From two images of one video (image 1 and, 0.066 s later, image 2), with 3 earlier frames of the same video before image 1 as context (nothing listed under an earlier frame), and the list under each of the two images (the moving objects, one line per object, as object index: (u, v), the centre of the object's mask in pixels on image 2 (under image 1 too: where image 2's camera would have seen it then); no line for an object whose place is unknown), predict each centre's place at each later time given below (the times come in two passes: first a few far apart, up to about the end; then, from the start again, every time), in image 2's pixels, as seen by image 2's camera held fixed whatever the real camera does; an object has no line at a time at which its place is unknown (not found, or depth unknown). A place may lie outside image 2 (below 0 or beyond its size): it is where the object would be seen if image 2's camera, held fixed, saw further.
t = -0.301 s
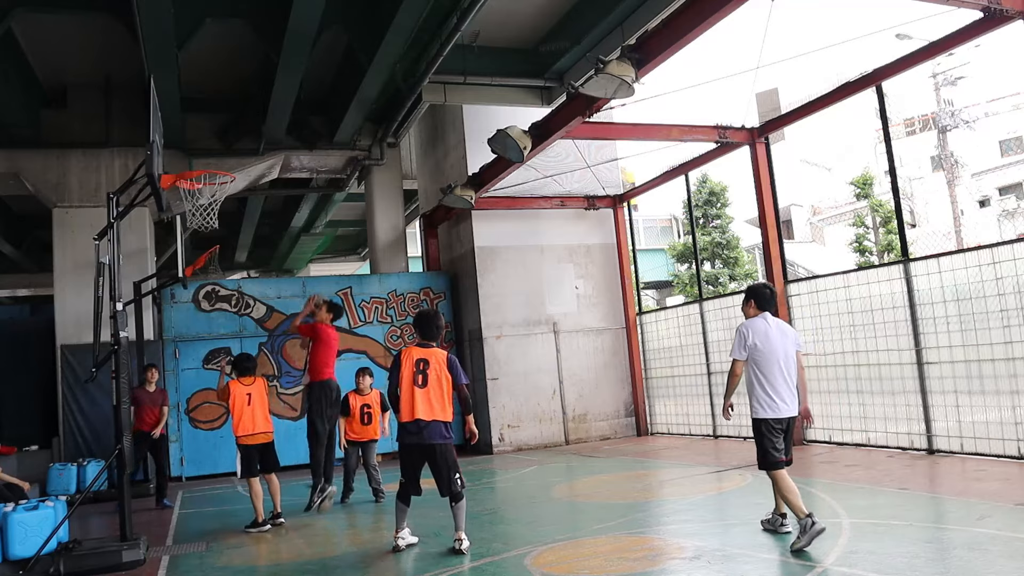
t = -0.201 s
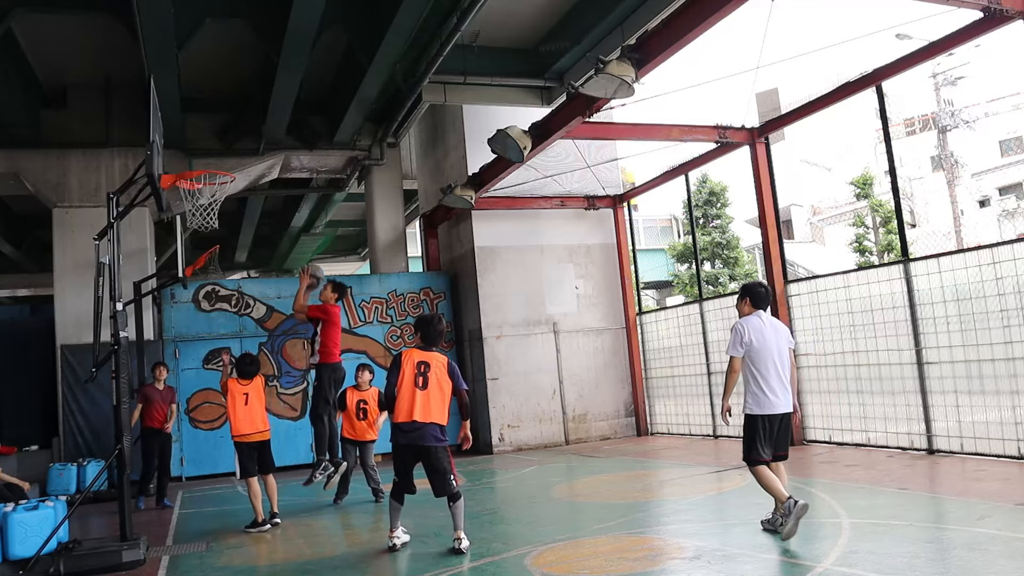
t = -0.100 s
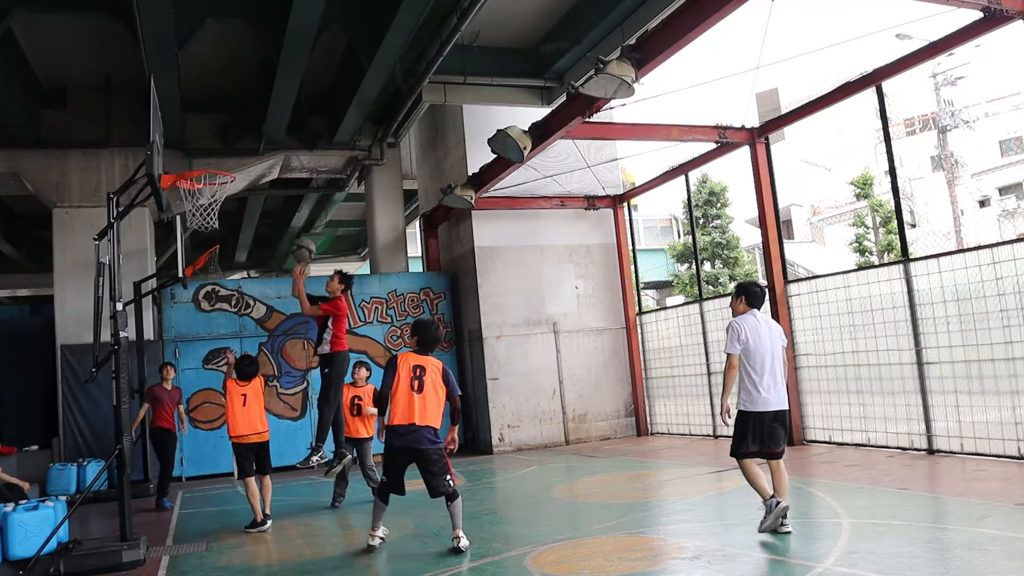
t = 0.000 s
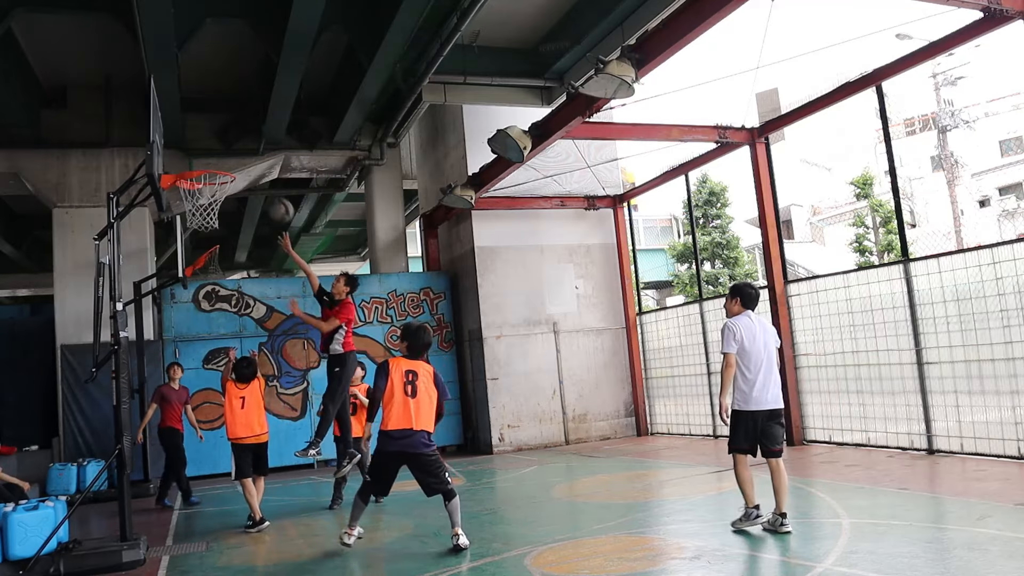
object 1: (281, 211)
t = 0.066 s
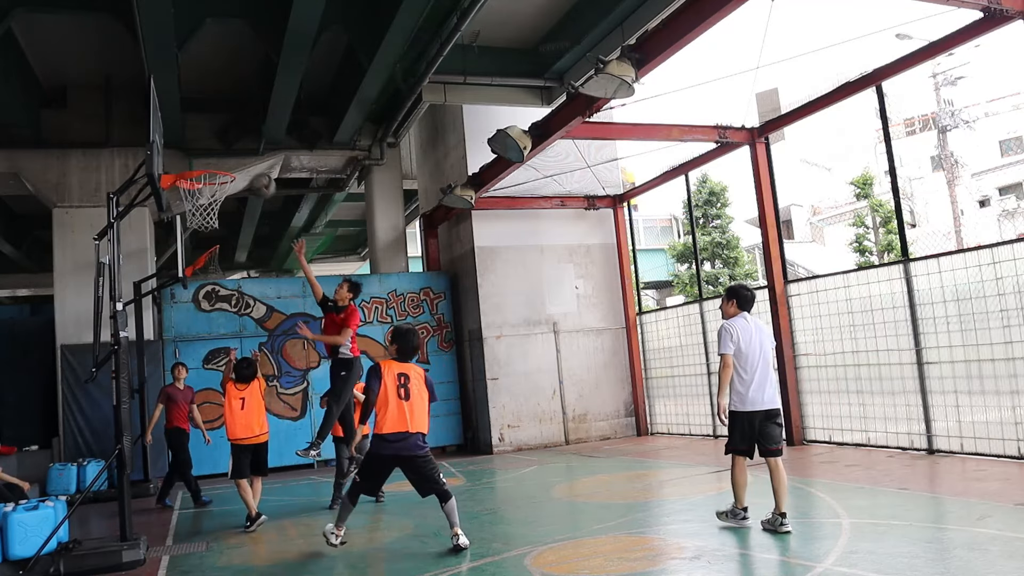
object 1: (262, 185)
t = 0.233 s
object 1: (214, 139)
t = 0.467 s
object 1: (188, 127)
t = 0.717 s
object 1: (230, 150)
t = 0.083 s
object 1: (258, 180)
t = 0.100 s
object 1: (252, 175)
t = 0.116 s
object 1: (247, 169)
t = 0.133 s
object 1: (243, 164)
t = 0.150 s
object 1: (239, 159)
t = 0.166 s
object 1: (234, 154)
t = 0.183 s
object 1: (229, 150)
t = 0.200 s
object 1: (224, 146)
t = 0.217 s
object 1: (219, 143)
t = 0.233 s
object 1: (214, 139)
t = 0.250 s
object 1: (209, 136)
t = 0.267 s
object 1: (204, 134)
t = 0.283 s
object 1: (199, 130)
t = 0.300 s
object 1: (194, 128)
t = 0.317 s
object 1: (189, 125)
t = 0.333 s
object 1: (183, 124)
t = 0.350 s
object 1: (178, 122)
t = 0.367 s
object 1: (173, 121)
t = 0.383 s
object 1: (174, 121)
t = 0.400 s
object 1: (176, 122)
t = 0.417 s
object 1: (179, 122)
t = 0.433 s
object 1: (182, 124)
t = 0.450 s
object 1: (185, 125)
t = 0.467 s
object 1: (188, 127)
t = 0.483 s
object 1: (191, 129)
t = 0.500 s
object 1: (194, 131)
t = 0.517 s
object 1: (197, 134)
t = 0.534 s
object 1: (199, 137)
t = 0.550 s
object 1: (202, 141)
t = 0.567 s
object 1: (205, 144)
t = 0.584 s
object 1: (208, 148)
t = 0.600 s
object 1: (211, 152)
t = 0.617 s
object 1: (214, 157)
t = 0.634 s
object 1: (217, 158)
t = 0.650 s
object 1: (220, 156)
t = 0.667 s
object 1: (222, 154)
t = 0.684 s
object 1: (225, 153)
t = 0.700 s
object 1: (227, 151)
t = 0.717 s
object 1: (230, 150)
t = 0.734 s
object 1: (233, 150)
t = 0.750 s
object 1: (235, 150)
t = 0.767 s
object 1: (238, 150)
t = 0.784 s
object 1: (240, 150)
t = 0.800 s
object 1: (243, 150)
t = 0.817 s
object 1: (246, 151)
